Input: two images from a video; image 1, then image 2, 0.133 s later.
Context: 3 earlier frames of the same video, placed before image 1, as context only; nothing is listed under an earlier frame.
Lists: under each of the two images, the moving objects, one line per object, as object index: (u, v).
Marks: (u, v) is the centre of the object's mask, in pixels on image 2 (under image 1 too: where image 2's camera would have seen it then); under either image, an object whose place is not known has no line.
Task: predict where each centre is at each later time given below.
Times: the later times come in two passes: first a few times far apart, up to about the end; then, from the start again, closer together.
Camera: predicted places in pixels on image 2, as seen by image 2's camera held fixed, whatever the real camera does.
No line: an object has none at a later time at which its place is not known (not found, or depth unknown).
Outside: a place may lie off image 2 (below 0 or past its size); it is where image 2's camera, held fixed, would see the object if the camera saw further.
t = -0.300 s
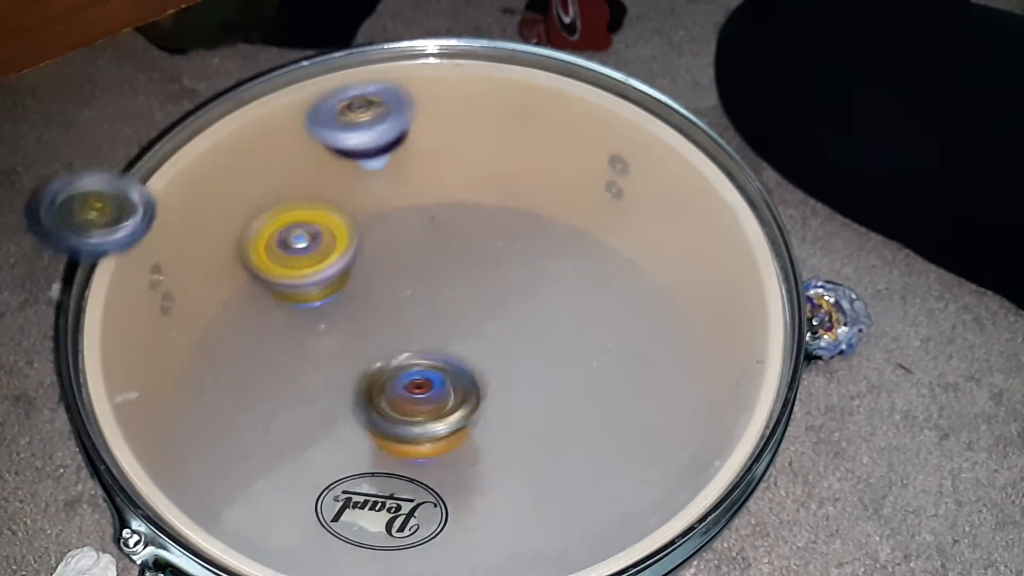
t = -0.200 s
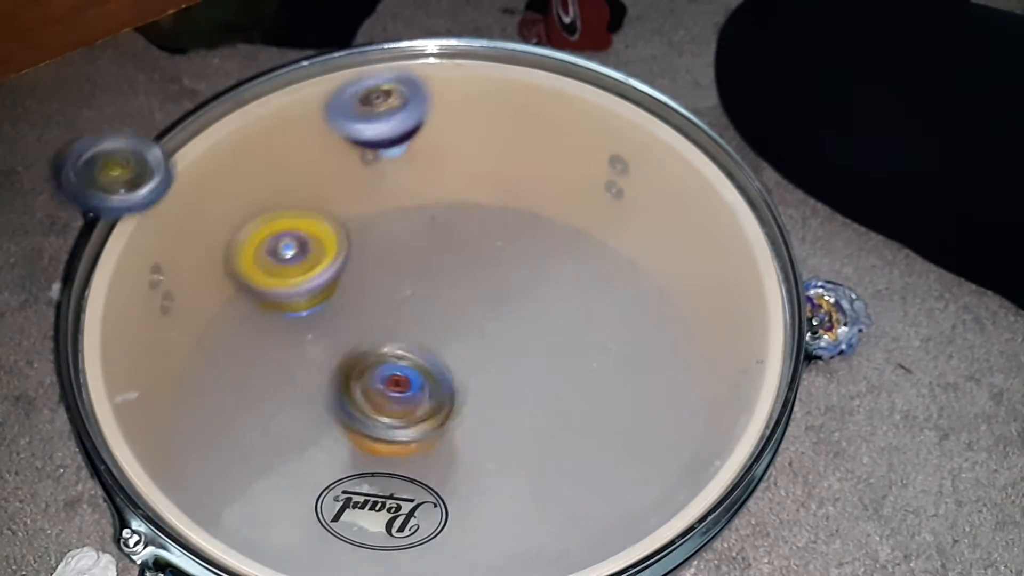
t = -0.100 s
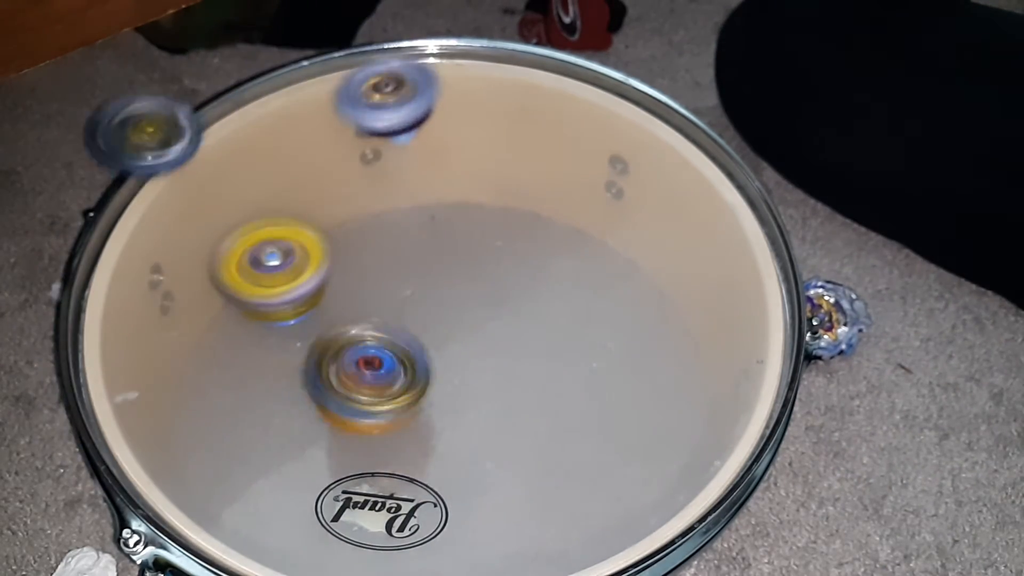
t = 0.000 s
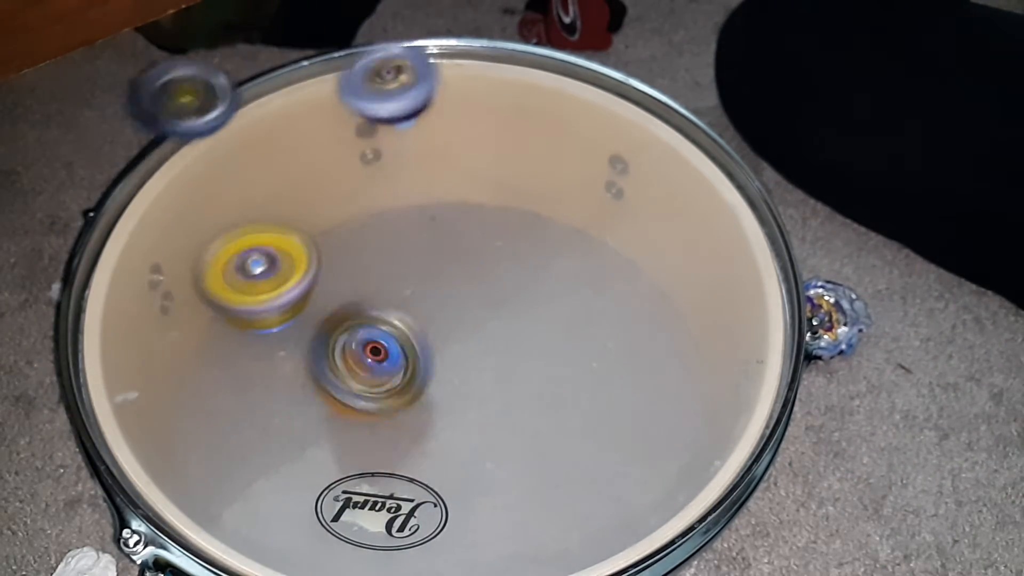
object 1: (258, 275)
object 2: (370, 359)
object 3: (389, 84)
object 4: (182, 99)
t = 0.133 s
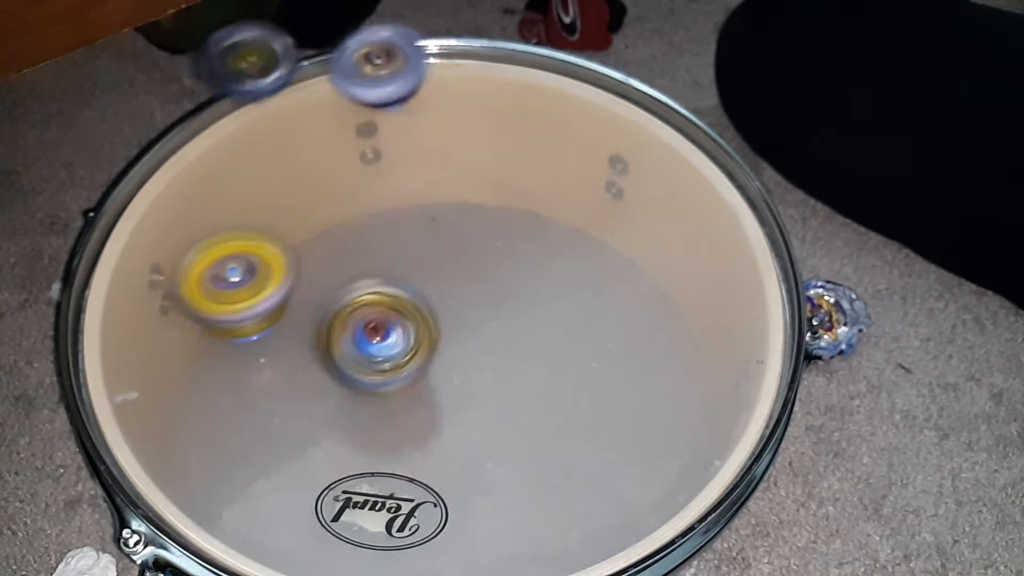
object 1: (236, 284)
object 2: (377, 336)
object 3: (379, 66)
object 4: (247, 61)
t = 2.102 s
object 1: (158, 231)
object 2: (468, 325)
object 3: (570, 42)
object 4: (331, 31)
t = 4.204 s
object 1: (88, 273)
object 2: (478, 320)
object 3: (766, 185)
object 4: (330, 41)
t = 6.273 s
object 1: (86, 308)
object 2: (448, 359)
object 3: (792, 291)
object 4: (387, 21)
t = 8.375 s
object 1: (89, 326)
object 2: (562, 357)
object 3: (744, 388)
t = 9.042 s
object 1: (89, 326)
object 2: (557, 343)
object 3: (724, 415)
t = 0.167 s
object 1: (231, 285)
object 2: (387, 328)
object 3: (375, 62)
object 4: (266, 52)
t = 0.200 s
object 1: (224, 287)
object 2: (398, 329)
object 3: (378, 60)
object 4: (273, 44)
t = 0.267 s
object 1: (211, 290)
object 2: (412, 328)
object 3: (411, 61)
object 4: (278, 64)
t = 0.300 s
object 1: (207, 290)
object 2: (416, 330)
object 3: (421, 61)
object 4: (281, 69)
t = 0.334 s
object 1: (201, 290)
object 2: (420, 331)
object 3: (427, 61)
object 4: (284, 77)
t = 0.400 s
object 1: (189, 291)
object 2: (435, 335)
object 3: (436, 59)
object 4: (291, 85)
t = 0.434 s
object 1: (182, 291)
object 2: (440, 341)
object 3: (441, 59)
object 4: (295, 86)
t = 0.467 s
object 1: (177, 293)
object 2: (444, 346)
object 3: (446, 57)
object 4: (300, 84)
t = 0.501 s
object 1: (172, 291)
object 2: (444, 356)
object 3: (450, 56)
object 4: (307, 82)
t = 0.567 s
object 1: (160, 291)
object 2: (444, 366)
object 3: (459, 53)
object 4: (326, 73)
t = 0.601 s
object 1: (155, 290)
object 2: (443, 371)
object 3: (462, 53)
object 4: (337, 67)
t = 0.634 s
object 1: (150, 289)
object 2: (441, 376)
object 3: (466, 51)
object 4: (348, 63)
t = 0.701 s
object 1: (140, 287)
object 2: (429, 388)
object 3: (473, 49)
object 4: (367, 55)
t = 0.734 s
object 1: (135, 285)
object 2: (422, 394)
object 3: (480, 47)
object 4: (371, 55)
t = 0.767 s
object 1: (130, 284)
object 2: (412, 398)
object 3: (485, 46)
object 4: (374, 54)
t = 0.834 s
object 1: (121, 280)
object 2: (397, 402)
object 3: (493, 40)
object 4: (380, 53)
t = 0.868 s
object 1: (115, 278)
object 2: (392, 403)
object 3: (496, 37)
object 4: (383, 53)
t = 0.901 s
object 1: (110, 276)
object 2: (384, 402)
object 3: (500, 34)
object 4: (386, 52)
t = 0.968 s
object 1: (102, 272)
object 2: (370, 397)
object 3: (504, 30)
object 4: (393, 53)
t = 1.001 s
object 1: (99, 270)
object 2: (362, 393)
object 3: (505, 29)
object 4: (397, 54)
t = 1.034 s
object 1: (95, 267)
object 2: (354, 385)
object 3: (507, 28)
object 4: (400, 55)
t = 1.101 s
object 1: (90, 262)
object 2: (344, 373)
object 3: (504, 30)
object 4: (406, 57)
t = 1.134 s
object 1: (92, 260)
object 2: (341, 367)
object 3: (506, 31)
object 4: (409, 59)
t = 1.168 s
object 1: (94, 257)
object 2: (338, 363)
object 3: (505, 30)
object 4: (411, 61)
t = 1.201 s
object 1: (95, 255)
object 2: (339, 358)
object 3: (502, 30)
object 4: (412, 62)
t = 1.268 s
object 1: (99, 250)
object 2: (335, 346)
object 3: (498, 31)
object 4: (415, 66)
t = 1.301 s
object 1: (102, 247)
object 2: (340, 338)
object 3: (497, 33)
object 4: (413, 68)
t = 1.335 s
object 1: (104, 245)
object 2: (342, 330)
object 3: (502, 33)
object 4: (399, 70)
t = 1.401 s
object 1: (109, 241)
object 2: (351, 319)
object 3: (512, 35)
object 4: (381, 72)
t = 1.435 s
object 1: (112, 239)
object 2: (354, 316)
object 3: (517, 34)
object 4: (375, 72)
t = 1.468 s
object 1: (114, 237)
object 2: (358, 314)
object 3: (522, 34)
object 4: (369, 72)
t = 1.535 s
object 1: (120, 235)
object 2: (370, 306)
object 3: (531, 33)
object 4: (358, 70)
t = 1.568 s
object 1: (123, 233)
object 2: (378, 300)
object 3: (536, 32)
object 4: (352, 69)
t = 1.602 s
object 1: (125, 232)
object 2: (386, 299)
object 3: (540, 32)
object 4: (347, 67)
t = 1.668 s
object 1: (131, 230)
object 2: (397, 297)
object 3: (546, 32)
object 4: (338, 63)
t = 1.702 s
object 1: (133, 229)
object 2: (404, 297)
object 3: (549, 32)
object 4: (334, 61)
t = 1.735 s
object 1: (136, 229)
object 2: (412, 296)
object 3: (551, 33)
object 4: (330, 58)
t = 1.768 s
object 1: (139, 228)
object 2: (421, 296)
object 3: (554, 34)
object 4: (327, 55)
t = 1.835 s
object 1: (143, 227)
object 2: (433, 300)
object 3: (557, 35)
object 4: (324, 50)
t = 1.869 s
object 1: (146, 228)
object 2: (437, 301)
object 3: (559, 35)
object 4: (323, 46)
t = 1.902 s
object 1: (148, 228)
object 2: (443, 304)
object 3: (560, 36)
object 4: (322, 43)
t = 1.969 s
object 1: (152, 228)
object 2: (456, 310)
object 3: (563, 37)
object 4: (321, 37)
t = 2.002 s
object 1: (153, 229)
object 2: (461, 315)
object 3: (564, 38)
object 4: (320, 34)
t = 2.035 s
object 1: (155, 230)
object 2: (464, 318)
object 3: (566, 39)
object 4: (321, 31)
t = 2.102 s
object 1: (158, 231)
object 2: (468, 325)
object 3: (570, 42)
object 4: (331, 31)
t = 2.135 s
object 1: (158, 233)
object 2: (473, 331)
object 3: (571, 43)
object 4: (335, 33)
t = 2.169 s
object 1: (159, 234)
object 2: (475, 338)
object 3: (572, 45)
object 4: (339, 35)
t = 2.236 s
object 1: (160, 236)
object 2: (477, 352)
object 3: (574, 48)
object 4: (344, 34)
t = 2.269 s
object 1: (161, 238)
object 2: (478, 357)
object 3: (575, 50)
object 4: (348, 34)
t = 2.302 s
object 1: (161, 240)
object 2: (477, 362)
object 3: (576, 52)
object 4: (352, 33)
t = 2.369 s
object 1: (161, 242)
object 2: (475, 374)
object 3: (577, 56)
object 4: (360, 34)
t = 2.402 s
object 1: (160, 244)
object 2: (472, 381)
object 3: (578, 58)
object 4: (364, 34)
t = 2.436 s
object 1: (160, 245)
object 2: (468, 387)
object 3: (579, 60)
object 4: (368, 35)
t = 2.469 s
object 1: (159, 247)
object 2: (463, 394)
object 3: (580, 63)
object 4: (372, 37)
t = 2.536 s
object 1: (156, 250)
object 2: (454, 404)
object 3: (582, 67)
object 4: (378, 40)
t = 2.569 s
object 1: (155, 251)
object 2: (449, 407)
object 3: (583, 70)
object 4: (381, 43)
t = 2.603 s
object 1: (153, 253)
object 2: (444, 410)
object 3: (584, 73)
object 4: (383, 45)
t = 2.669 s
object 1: (149, 256)
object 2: (429, 415)
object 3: (585, 79)
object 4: (385, 50)
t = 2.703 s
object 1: (147, 257)
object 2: (420, 414)
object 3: (586, 82)
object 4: (386, 53)
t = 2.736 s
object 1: (144, 259)
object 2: (409, 416)
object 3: (587, 85)
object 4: (386, 56)
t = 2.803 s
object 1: (139, 261)
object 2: (396, 416)
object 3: (590, 92)
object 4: (384, 62)
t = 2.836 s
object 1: (136, 262)
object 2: (390, 413)
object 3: (591, 95)
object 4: (382, 65)
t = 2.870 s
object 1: (133, 263)
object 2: (385, 409)
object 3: (592, 99)
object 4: (380, 68)
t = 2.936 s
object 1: (126, 265)
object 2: (373, 402)
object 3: (594, 106)
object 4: (375, 73)
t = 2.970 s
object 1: (122, 266)
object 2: (368, 395)
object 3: (596, 110)
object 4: (371, 75)
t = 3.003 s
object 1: (119, 266)
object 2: (361, 389)
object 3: (599, 113)
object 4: (367, 77)
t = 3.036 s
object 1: (116, 267)
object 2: (358, 382)
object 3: (601, 117)
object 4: (363, 79)
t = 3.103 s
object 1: (108, 268)
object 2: (353, 371)
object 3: (606, 124)
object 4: (353, 81)
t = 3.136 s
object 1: (104, 269)
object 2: (351, 368)
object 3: (608, 127)
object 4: (348, 82)
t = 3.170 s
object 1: (101, 269)
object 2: (352, 362)
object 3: (611, 131)
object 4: (343, 82)
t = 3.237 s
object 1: (93, 270)
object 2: (350, 349)
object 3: (617, 139)
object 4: (333, 82)
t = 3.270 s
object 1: (89, 270)
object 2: (353, 342)
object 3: (620, 143)
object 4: (328, 81)
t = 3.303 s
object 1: (89, 269)
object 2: (355, 338)
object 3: (624, 146)
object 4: (323, 80)
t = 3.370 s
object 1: (89, 269)
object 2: (361, 327)
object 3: (632, 153)
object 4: (315, 77)
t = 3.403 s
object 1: (89, 269)
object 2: (365, 323)
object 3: (637, 157)
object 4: (311, 75)
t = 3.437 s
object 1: (89, 268)
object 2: (367, 319)
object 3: (642, 159)
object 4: (307, 73)
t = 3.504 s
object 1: (88, 268)
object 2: (377, 309)
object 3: (651, 165)
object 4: (301, 68)
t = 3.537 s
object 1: (88, 268)
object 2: (384, 307)
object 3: (657, 168)
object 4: (299, 65)
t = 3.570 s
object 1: (88, 268)
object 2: (389, 303)
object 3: (662, 170)
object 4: (297, 63)
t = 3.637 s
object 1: (88, 269)
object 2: (394, 301)
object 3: (676, 175)
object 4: (297, 57)
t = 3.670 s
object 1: (88, 268)
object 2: (398, 298)
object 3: (682, 177)
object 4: (297, 54)
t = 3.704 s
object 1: (88, 268)
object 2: (406, 298)
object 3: (688, 179)
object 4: (297, 51)
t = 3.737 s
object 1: (88, 269)
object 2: (414, 297)
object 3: (695, 181)
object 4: (298, 49)
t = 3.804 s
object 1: (88, 269)
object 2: (425, 297)
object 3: (707, 184)
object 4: (302, 44)
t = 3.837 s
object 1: (87, 269)
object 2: (429, 296)
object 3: (714, 185)
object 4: (303, 42)
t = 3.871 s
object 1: (87, 270)
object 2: (435, 297)
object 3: (720, 186)
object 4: (304, 41)
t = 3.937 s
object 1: (88, 270)
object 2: (447, 300)
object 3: (733, 187)
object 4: (310, 38)
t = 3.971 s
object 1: (88, 271)
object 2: (449, 301)
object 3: (739, 187)
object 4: (313, 37)
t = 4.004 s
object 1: (88, 271)
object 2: (452, 302)
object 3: (745, 187)
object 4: (316, 37)
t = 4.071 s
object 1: (88, 272)
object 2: (463, 307)
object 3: (756, 185)
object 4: (322, 36)
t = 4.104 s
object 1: (88, 272)
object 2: (466, 310)
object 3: (761, 184)
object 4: (324, 38)
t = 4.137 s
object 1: (89, 272)
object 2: (469, 313)
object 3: (767, 184)
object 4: (325, 39)
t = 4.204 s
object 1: (88, 273)
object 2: (478, 320)
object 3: (766, 185)
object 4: (330, 41)
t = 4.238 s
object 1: (88, 274)
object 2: (483, 323)
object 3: (763, 183)
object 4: (332, 43)
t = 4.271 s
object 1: (88, 274)
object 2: (487, 327)
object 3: (762, 183)
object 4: (334, 44)
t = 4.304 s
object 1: (88, 274)
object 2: (491, 330)
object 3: (763, 183)
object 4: (335, 46)
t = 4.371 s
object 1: (87, 276)
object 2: (497, 335)
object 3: (762, 179)
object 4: (336, 51)
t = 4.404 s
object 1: (88, 276)
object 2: (500, 339)
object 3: (761, 178)
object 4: (336, 53)
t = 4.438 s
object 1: (89, 276)
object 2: (503, 344)
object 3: (759, 175)
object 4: (336, 55)
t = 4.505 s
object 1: (89, 277)
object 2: (507, 352)
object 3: (755, 173)
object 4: (333, 61)
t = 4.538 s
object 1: (88, 278)
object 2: (510, 356)
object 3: (752, 172)
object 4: (331, 63)
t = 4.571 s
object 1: (89, 278)
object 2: (512, 362)
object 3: (750, 171)
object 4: (329, 65)
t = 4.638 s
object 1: (88, 279)
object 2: (516, 372)
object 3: (746, 169)
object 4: (323, 69)
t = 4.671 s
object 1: (87, 280)
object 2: (517, 378)
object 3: (743, 168)
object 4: (319, 71)
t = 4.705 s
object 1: (87, 280)
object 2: (518, 381)
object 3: (741, 169)
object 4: (315, 72)
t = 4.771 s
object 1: (88, 281)
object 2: (520, 393)
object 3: (736, 169)
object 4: (307, 74)
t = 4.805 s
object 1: (87, 282)
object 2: (520, 399)
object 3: (732, 169)
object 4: (302, 75)
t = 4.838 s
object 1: (88, 282)
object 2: (521, 405)
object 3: (729, 169)
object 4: (297, 75)
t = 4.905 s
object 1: (87, 283)
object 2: (521, 416)
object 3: (725, 170)
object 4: (288, 75)
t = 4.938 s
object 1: (88, 283)
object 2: (520, 422)
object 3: (723, 172)
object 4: (284, 74)
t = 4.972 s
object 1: (88, 284)
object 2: (518, 429)
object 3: (721, 173)
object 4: (279, 73)
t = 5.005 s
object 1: (87, 285)
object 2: (518, 434)
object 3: (719, 174)
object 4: (275, 72)
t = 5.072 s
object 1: (87, 285)
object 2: (511, 446)
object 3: (713, 178)
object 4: (268, 68)
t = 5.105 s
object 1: (87, 286)
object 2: (507, 452)
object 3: (712, 180)
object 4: (266, 67)
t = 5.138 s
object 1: (87, 286)
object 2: (503, 456)
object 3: (709, 182)
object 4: (265, 64)
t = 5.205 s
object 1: (87, 288)
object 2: (494, 464)
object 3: (705, 187)
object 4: (261, 60)
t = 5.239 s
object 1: (87, 288)
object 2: (489, 469)
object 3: (704, 190)
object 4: (260, 58)
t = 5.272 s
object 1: (88, 288)
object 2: (482, 471)
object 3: (703, 193)
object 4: (259, 56)
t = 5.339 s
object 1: (87, 290)
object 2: (467, 476)
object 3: (701, 200)
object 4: (260, 51)
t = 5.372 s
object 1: (88, 290)
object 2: (459, 478)
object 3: (699, 203)
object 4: (265, 50)
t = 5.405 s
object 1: (88, 291)
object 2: (451, 478)
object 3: (698, 207)
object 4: (269, 50)
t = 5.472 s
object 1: (87, 292)
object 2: (438, 476)
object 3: (697, 214)
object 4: (274, 47)
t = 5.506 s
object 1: (87, 293)
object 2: (433, 474)
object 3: (697, 218)
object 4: (277, 45)
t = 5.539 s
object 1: (87, 293)
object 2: (428, 471)
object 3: (699, 223)
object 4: (281, 43)
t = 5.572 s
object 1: (87, 294)
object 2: (425, 467)
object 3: (700, 226)
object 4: (285, 41)
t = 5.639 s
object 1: (88, 294)
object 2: (418, 458)
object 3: (702, 234)
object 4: (295, 37)
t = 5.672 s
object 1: (88, 295)
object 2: (414, 453)
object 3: (703, 239)
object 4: (300, 36)
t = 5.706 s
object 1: (87, 296)
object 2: (414, 447)
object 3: (707, 242)
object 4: (305, 33)
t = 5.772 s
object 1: (88, 297)
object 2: (411, 434)
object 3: (713, 251)
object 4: (316, 30)
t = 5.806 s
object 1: (87, 298)
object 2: (411, 428)
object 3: (717, 256)
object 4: (322, 29)
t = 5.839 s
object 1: (87, 298)
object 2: (414, 421)
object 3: (721, 261)
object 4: (328, 28)
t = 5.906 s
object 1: (87, 300)
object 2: (415, 411)
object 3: (728, 267)
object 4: (339, 26)
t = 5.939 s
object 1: (86, 301)
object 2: (416, 405)
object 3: (734, 270)
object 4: (344, 26)
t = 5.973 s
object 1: (88, 301)
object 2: (419, 400)
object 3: (741, 274)
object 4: (350, 25)
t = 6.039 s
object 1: (88, 303)
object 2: (424, 389)
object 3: (752, 280)
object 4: (361, 24)
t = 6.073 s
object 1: (88, 304)
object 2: (427, 385)
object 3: (757, 283)
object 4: (365, 24)
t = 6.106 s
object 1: (88, 304)
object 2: (430, 381)
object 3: (763, 284)
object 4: (369, 23)
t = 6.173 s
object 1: (87, 306)
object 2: (436, 372)
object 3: (777, 288)
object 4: (376, 23)
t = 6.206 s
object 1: (87, 306)
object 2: (439, 368)
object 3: (782, 289)
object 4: (380, 22)
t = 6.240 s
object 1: (87, 307)
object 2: (444, 363)
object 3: (787, 291)
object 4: (383, 22)
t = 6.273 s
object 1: (86, 308)
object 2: (448, 359)
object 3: (792, 291)
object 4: (387, 21)
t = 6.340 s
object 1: (87, 309)
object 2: (453, 354)
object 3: (791, 291)
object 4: (393, 21)
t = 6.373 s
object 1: (86, 309)
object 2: (456, 354)
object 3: (786, 289)
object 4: (395, 21)
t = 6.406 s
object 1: (87, 309)
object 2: (459, 350)
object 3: (786, 289)
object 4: (398, 21)
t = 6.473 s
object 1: (88, 311)
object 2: (468, 349)
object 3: (789, 286)
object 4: (402, 20)
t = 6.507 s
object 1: (87, 312)
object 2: (470, 349)
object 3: (786, 284)
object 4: (404, 20)
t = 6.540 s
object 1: (88, 312)
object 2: (473, 348)
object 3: (784, 284)
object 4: (407, 20)
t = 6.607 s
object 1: (87, 314)
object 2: (483, 349)
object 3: (778, 280)
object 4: (410, 20)
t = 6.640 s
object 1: (87, 314)
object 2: (487, 350)
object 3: (776, 280)
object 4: (412, 20)
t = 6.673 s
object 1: (89, 314)
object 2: (491, 352)
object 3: (772, 278)
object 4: (413, 20)
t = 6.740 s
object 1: (88, 316)
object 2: (500, 354)
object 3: (765, 277)
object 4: (416, 20)
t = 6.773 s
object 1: (89, 317)
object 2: (505, 354)
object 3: (760, 277)
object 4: (417, 19)
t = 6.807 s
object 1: (88, 317)
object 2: (511, 356)
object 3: (758, 278)
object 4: (419, 20)
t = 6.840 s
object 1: (88, 318)
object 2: (514, 357)
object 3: (755, 277)
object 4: (421, 19)
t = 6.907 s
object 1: (88, 318)
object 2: (518, 359)
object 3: (746, 279)
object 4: (423, 19)
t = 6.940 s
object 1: (88, 318)
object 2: (522, 360)
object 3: (740, 280)
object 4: (424, 19)
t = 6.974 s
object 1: (88, 319)
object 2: (526, 363)
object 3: (739, 282)
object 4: (425, 19)
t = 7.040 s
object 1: (87, 320)
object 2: (526, 369)
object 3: (730, 286)
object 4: (428, 19)
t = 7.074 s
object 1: (88, 320)
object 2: (523, 372)
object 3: (726, 288)
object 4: (429, 19)
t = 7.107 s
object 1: (88, 320)
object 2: (522, 372)
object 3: (722, 290)
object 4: (429, 19)
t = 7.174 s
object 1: (88, 321)
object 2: (519, 376)
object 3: (717, 298)
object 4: (432, 19)
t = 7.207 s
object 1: (88, 321)
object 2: (517, 376)
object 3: (714, 302)
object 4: (433, 19)
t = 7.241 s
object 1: (88, 322)
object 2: (518, 376)
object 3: (713, 305)
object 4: (434, 19)
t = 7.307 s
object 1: (88, 322)
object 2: (520, 374)
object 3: (712, 314)
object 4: (436, 19)
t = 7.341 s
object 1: (88, 323)
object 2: (523, 373)
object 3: (711, 318)
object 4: (438, 19)
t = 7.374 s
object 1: (88, 323)
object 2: (525, 376)
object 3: (709, 323)
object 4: (440, 19)
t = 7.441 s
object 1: (88, 323)
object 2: (522, 388)
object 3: (711, 332)
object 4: (443, 19)
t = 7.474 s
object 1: (88, 324)
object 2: (517, 390)
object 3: (712, 337)
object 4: (444, 19)
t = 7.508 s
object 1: (88, 324)
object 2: (521, 387)
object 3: (715, 341)
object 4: (444, 19)
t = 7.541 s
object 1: (88, 324)
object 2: (530, 385)
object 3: (717, 345)
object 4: (445, 19)
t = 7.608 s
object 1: (88, 324)
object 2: (543, 389)
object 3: (726, 355)
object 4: (447, 19)
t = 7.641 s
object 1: (88, 325)
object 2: (549, 390)
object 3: (732, 361)
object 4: (448, 19)
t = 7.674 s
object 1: (88, 324)
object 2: (555, 393)
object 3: (736, 363)
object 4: (449, 19)
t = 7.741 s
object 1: (89, 325)
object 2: (566, 399)
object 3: (748, 369)
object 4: (451, 19)
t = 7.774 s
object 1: (88, 325)
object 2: (560, 398)
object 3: (754, 372)
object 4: (452, 19)
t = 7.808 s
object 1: (89, 325)
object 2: (553, 390)
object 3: (761, 375)
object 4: (453, 19)
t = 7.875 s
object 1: (89, 325)
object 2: (562, 377)
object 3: (770, 375)
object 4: (455, 19)
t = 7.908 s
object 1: (88, 326)
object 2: (568, 374)
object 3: (773, 375)
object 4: (455, 19)
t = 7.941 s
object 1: (89, 325)
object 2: (572, 375)
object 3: (770, 370)
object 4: (456, 19)
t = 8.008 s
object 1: (89, 326)
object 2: (579, 370)
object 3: (757, 368)
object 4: (457, 19)
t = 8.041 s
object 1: (88, 326)
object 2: (577, 369)
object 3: (755, 370)
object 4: (458, 19)
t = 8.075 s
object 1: (89, 326)
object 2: (572, 366)
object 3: (757, 372)
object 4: (459, 19)
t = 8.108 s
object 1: (88, 326)
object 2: (560, 360)
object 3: (759, 373)
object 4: (459, 19)
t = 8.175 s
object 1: (88, 326)
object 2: (557, 355)
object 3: (759, 370)
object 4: (461, 19)
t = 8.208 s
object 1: (89, 326)
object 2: (560, 355)
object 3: (756, 367)
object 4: (462, 20)
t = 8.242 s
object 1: (89, 326)
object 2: (561, 357)
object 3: (754, 369)
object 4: (463, 19)
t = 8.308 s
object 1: (88, 326)
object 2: (566, 354)
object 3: (742, 377)
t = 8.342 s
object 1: (88, 326)
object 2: (566, 354)
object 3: (743, 383)
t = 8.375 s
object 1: (89, 326)
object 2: (562, 357)
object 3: (744, 388)
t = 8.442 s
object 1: (89, 326)
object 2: (545, 348)
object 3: (745, 394)
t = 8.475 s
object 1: (88, 326)
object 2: (545, 349)
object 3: (748, 397)
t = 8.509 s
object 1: (89, 326)
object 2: (548, 348)
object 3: (751, 401)
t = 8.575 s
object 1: (89, 326)
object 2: (548, 348)
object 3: (755, 405)
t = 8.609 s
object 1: (88, 327)
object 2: (548, 348)
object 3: (756, 407)
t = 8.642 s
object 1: (88, 326)
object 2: (552, 347)
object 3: (749, 402)
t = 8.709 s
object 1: (89, 326)
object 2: (557, 348)
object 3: (728, 398)
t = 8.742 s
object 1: (89, 326)
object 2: (558, 350)
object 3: (725, 401)
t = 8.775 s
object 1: (89, 326)
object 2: (556, 348)
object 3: (723, 407)
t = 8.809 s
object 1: (88, 326)
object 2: (552, 345)
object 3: (723, 410)
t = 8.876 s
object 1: (88, 326)
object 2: (551, 346)
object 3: (726, 410)
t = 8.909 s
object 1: (89, 326)
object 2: (553, 344)
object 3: (726, 411)
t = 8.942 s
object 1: (88, 326)
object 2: (556, 342)
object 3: (728, 411)
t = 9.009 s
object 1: (88, 326)
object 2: (557, 342)
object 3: (726, 415)
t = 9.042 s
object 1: (89, 326)
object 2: (557, 343)
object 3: (724, 415)
